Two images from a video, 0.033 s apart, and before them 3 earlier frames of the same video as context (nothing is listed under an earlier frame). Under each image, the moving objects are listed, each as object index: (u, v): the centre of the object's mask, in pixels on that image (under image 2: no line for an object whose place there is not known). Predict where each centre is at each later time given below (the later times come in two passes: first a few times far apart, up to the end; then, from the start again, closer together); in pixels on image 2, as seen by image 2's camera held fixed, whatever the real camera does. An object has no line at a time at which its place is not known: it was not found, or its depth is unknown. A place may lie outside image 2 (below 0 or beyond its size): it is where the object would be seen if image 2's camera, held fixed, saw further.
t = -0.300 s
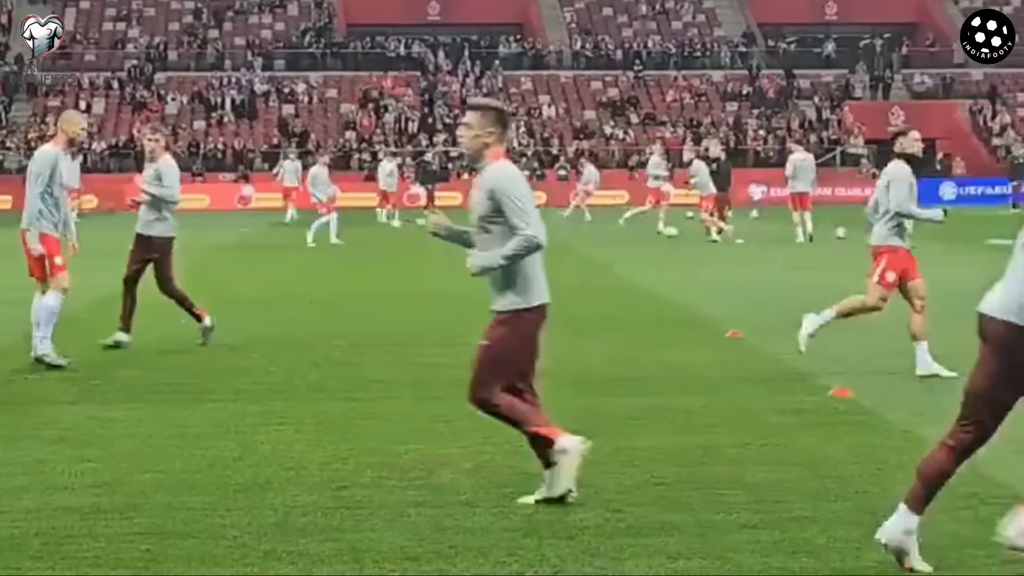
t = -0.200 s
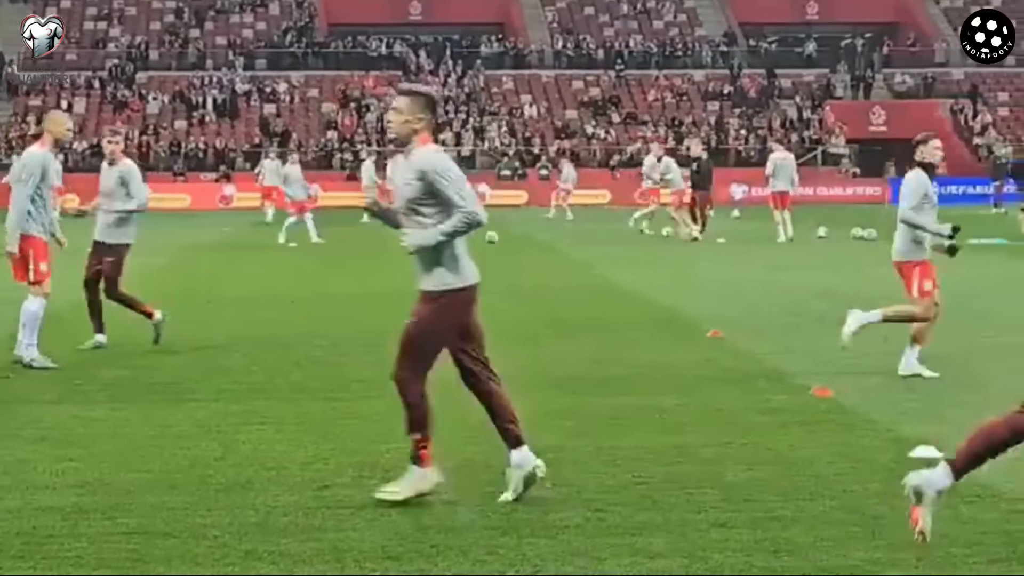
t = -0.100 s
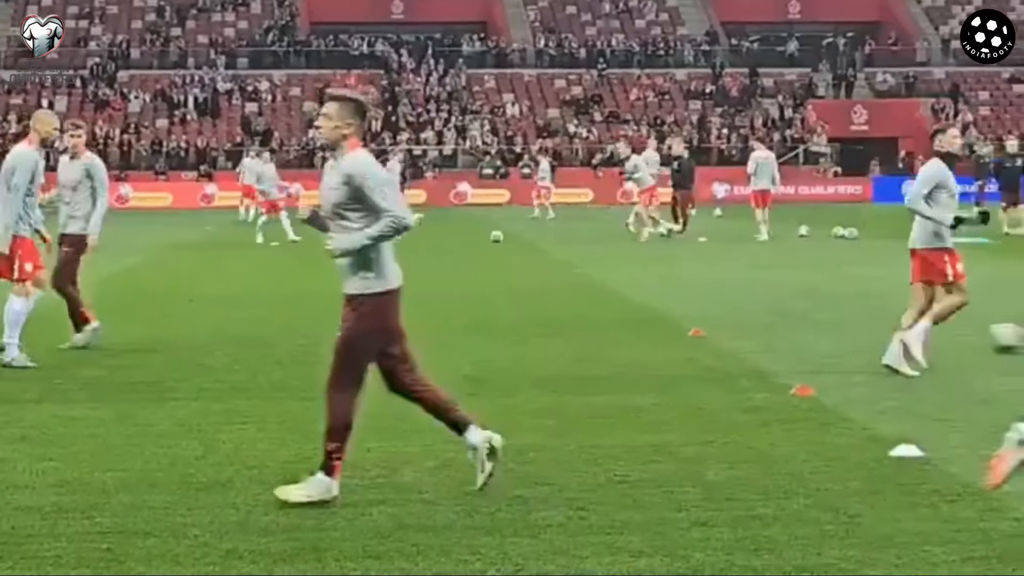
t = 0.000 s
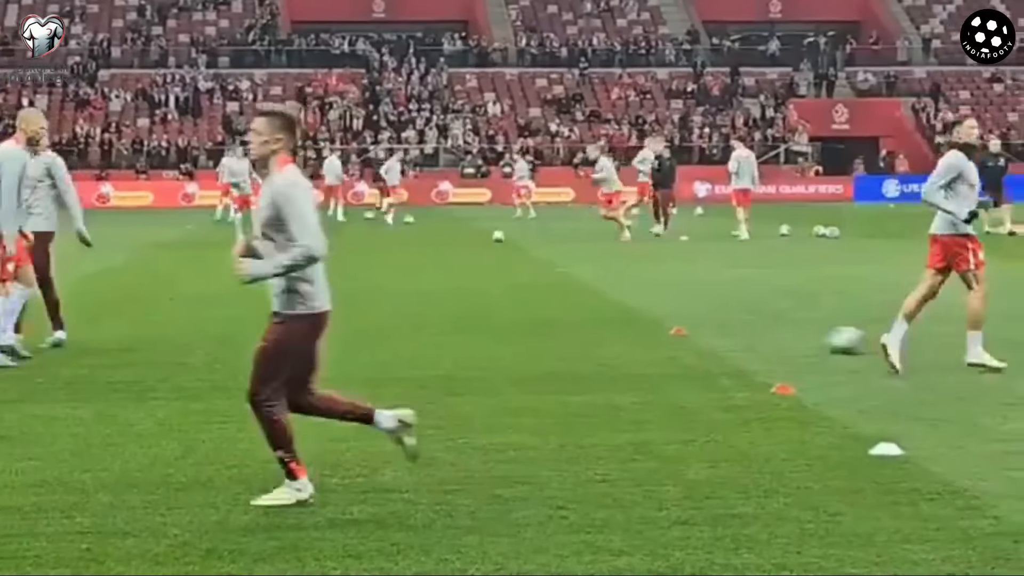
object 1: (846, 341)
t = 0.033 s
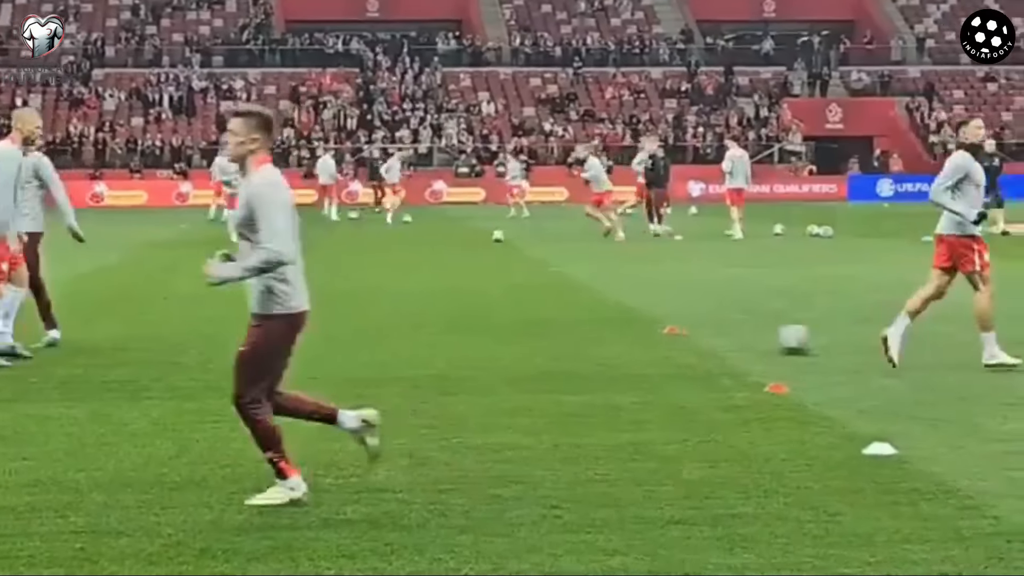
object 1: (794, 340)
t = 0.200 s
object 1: (581, 344)
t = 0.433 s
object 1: (319, 347)
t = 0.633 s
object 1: (130, 350)
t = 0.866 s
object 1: (189, 347)
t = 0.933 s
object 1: (208, 349)
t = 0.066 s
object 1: (751, 339)
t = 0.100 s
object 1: (709, 339)
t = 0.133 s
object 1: (665, 342)
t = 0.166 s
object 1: (622, 345)
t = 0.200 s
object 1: (581, 344)
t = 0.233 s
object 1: (544, 342)
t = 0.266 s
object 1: (503, 344)
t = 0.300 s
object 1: (462, 346)
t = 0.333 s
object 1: (425, 348)
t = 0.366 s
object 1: (390, 347)
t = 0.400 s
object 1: (353, 346)
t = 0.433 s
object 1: (319, 347)
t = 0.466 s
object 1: (283, 348)
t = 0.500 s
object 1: (251, 350)
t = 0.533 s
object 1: (220, 349)
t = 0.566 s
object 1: (188, 349)
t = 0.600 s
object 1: (160, 349)
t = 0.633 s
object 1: (130, 350)
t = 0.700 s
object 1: (137, 348)
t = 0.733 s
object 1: (146, 345)
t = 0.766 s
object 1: (155, 343)
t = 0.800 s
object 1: (167, 343)
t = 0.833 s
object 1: (178, 344)
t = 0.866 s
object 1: (189, 347)
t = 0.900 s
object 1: (200, 350)
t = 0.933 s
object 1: (208, 349)
